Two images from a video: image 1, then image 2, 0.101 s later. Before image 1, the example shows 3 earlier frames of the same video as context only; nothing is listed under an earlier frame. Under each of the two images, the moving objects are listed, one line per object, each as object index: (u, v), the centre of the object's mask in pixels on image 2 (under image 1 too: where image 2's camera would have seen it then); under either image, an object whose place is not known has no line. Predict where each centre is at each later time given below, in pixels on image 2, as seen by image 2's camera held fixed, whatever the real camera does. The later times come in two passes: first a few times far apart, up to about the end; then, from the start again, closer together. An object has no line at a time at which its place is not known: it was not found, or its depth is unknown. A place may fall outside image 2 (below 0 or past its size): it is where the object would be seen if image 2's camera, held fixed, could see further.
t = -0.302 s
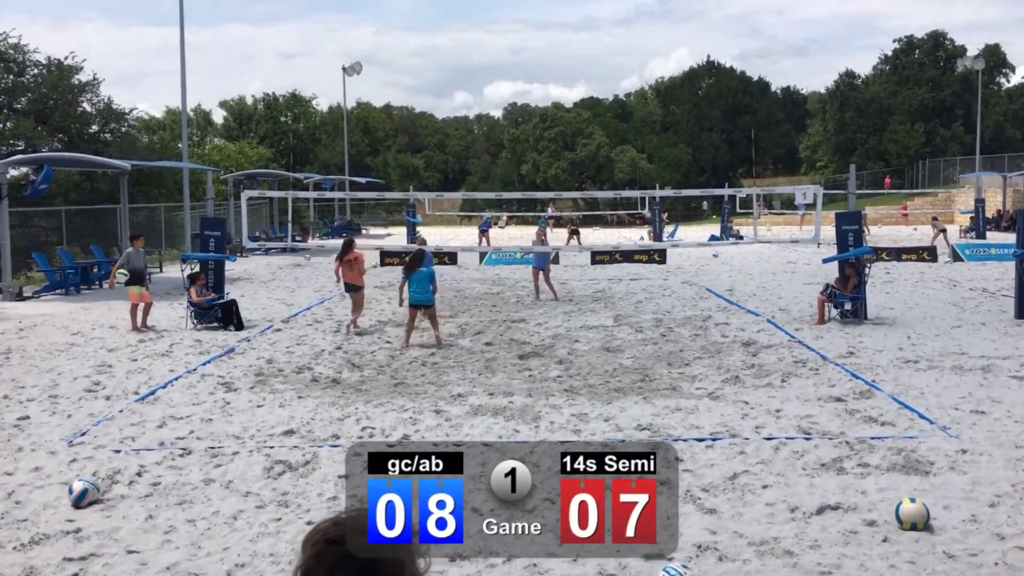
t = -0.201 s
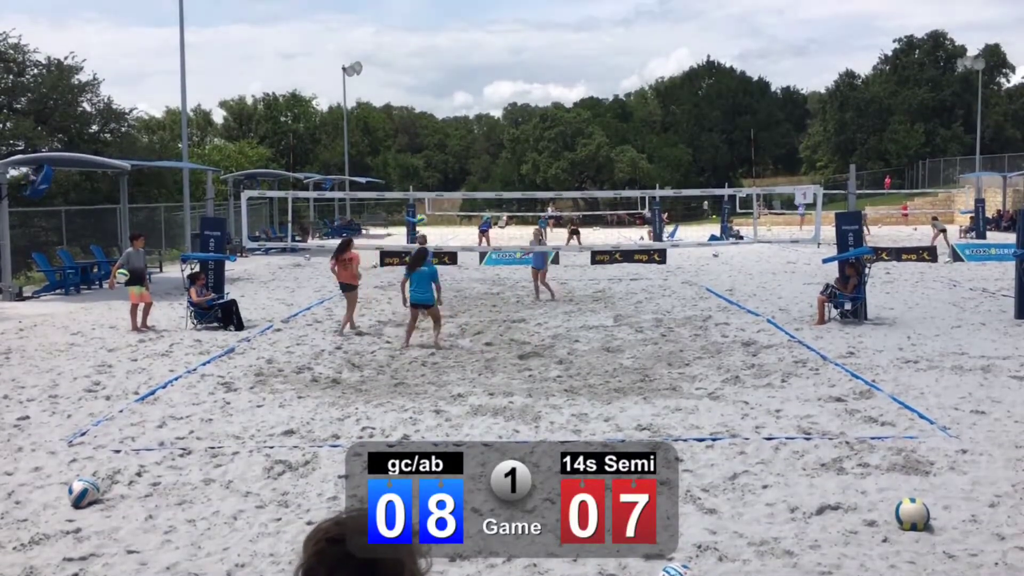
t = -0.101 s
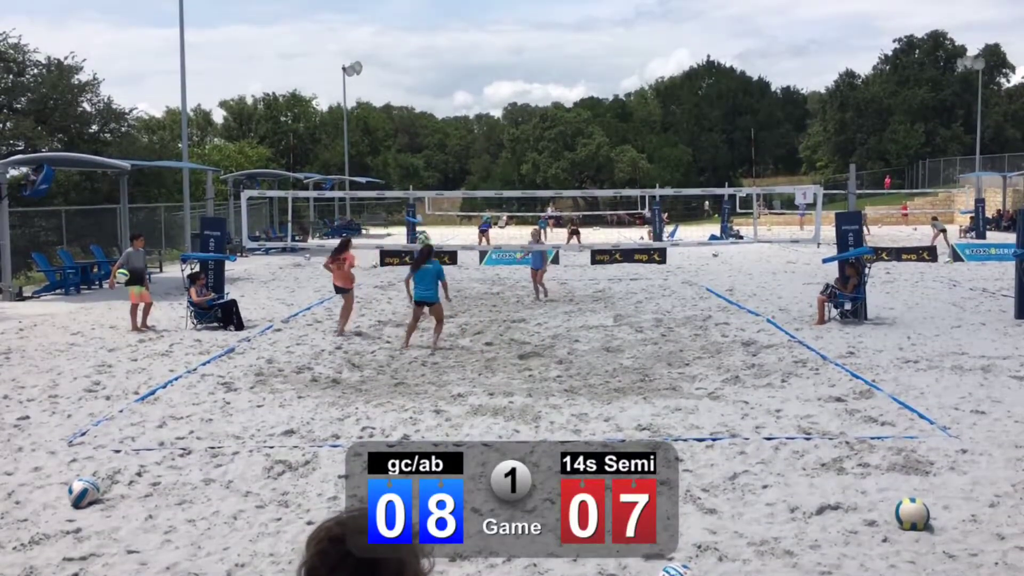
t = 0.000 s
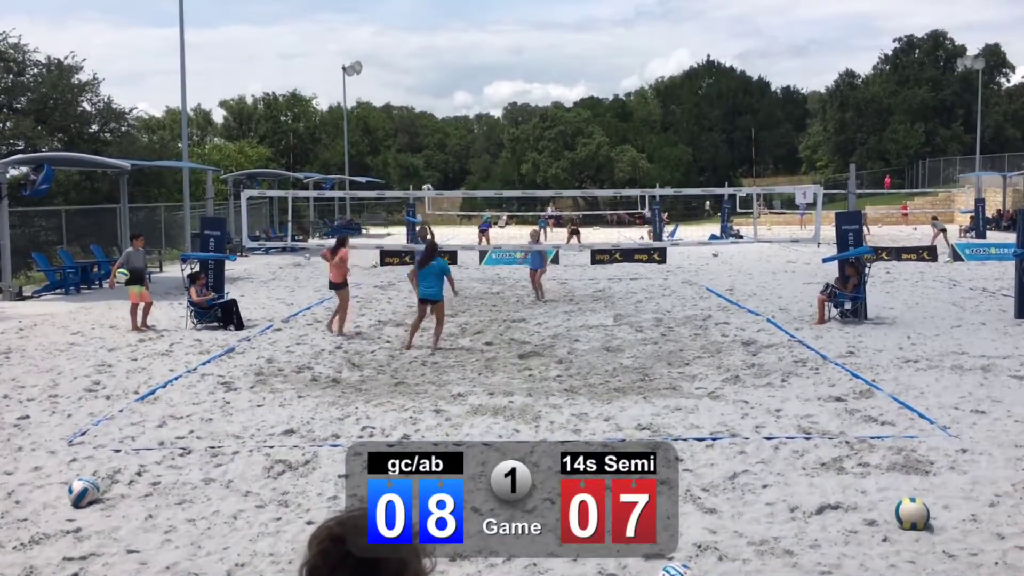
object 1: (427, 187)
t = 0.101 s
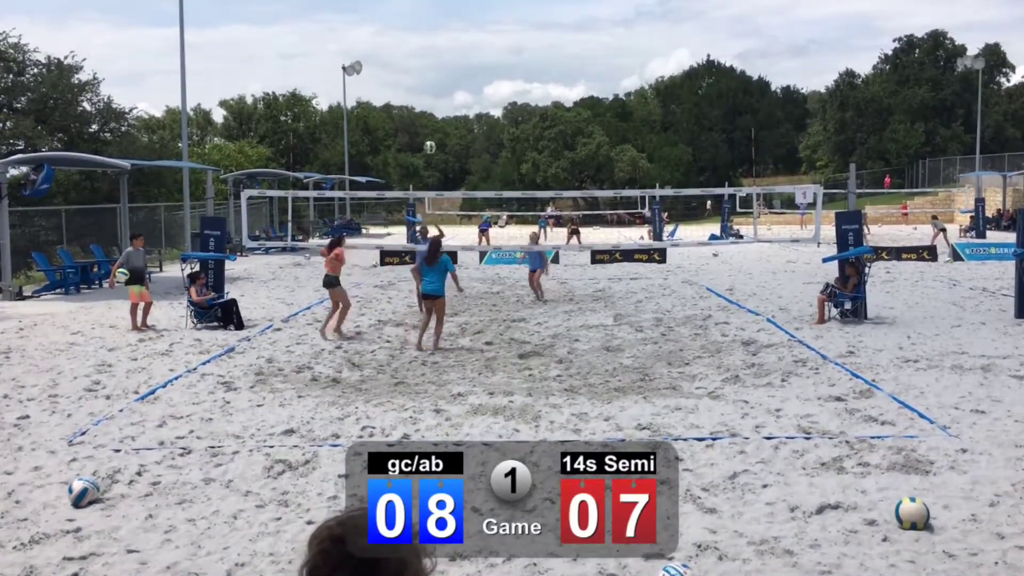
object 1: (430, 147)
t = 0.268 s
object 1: (433, 92)
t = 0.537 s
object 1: (440, 36)
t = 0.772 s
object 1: (446, 23)
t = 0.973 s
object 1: (453, 35)
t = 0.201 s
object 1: (432, 111)
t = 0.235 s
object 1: (432, 101)
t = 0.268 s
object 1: (433, 92)
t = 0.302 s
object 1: (434, 82)
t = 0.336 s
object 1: (435, 73)
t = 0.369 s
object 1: (435, 66)
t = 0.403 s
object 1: (436, 58)
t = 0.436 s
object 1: (437, 52)
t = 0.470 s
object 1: (438, 46)
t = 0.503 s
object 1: (439, 41)
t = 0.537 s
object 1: (440, 36)
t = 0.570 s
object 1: (441, 32)
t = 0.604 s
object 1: (442, 29)
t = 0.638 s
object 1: (443, 27)
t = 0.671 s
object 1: (444, 25)
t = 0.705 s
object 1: (445, 24)
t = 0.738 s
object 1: (446, 23)
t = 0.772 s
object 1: (446, 23)
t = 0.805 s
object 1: (448, 23)
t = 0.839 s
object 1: (449, 25)
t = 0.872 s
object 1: (450, 26)
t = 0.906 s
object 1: (451, 28)
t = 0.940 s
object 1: (452, 31)
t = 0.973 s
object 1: (453, 35)
